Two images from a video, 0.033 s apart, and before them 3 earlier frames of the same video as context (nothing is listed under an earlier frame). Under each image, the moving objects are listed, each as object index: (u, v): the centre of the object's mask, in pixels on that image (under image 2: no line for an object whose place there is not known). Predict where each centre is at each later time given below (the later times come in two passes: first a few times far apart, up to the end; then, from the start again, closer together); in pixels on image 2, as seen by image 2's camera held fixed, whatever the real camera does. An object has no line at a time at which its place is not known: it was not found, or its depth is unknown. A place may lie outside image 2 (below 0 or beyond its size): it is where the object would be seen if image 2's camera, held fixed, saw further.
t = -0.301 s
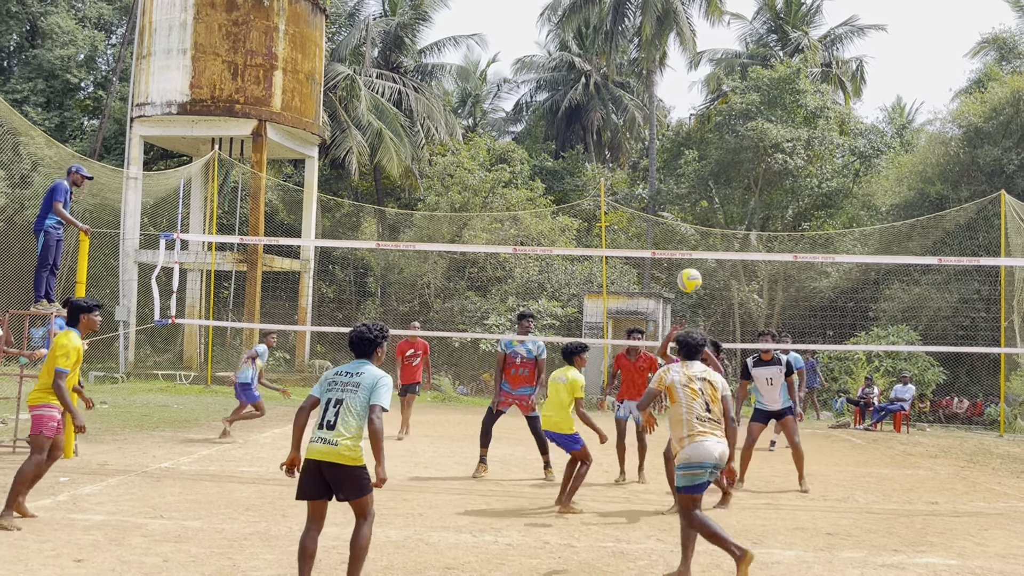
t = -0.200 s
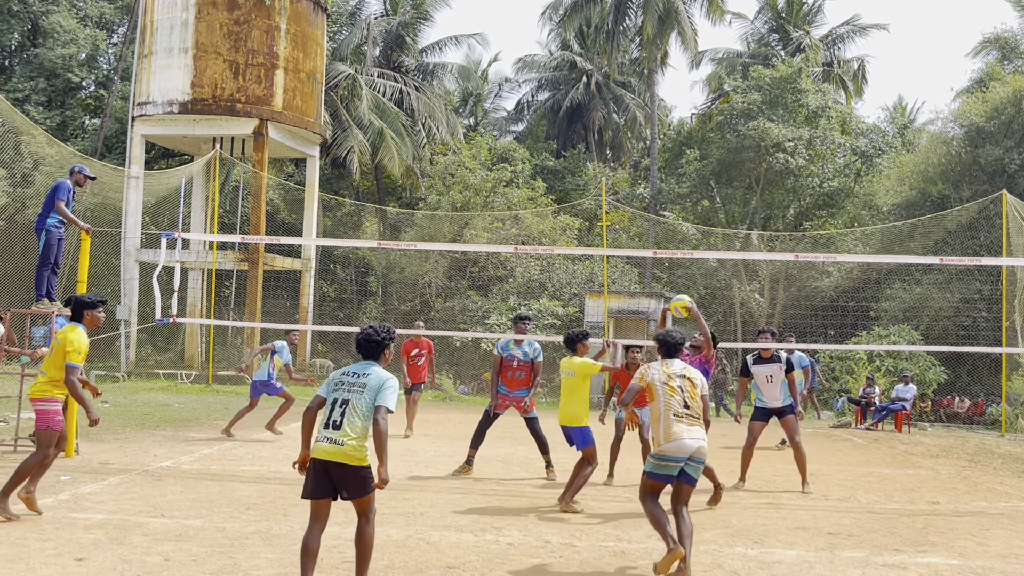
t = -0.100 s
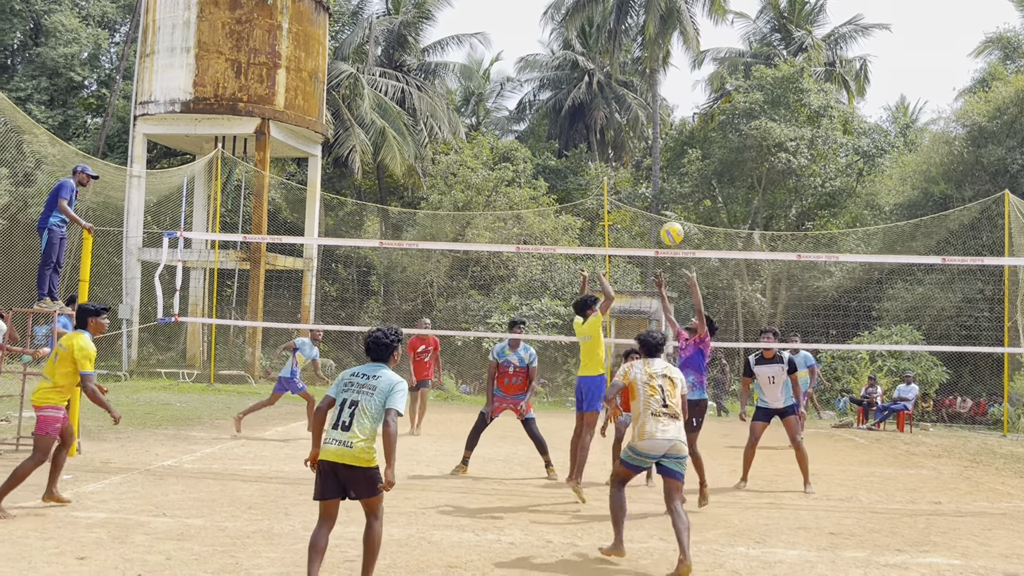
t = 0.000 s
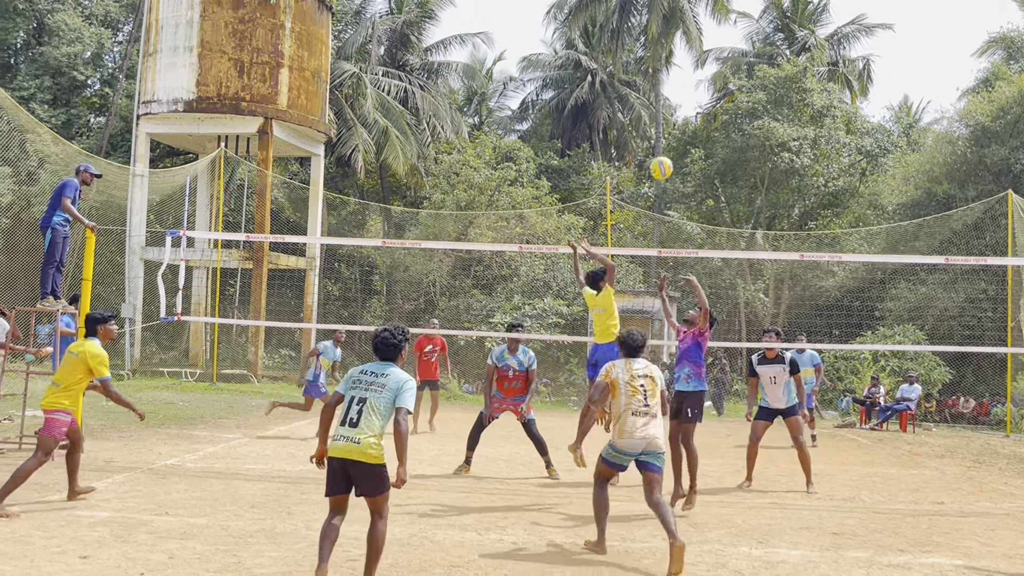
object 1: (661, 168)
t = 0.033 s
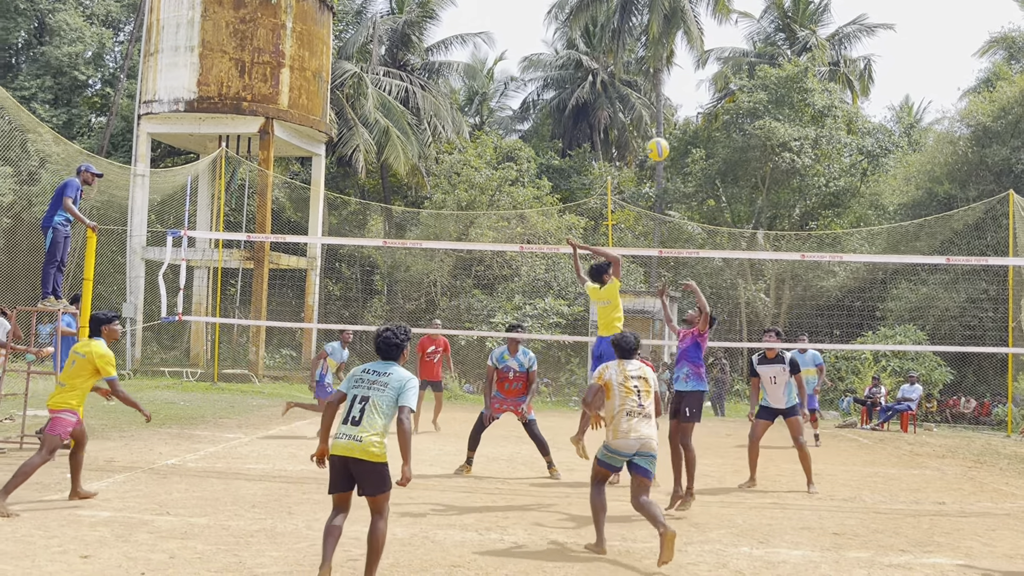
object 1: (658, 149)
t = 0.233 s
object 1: (629, 65)
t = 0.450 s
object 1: (599, 25)
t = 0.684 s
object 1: (567, 36)
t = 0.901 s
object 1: (538, 93)
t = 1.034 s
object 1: (517, 148)
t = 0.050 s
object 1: (655, 140)
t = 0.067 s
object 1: (653, 132)
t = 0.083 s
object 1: (651, 124)
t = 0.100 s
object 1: (648, 116)
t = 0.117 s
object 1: (646, 108)
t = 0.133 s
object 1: (644, 101)
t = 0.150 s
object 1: (641, 94)
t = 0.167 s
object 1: (639, 87)
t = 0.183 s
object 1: (637, 81)
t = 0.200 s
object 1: (634, 76)
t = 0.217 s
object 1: (631, 70)
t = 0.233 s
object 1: (629, 65)
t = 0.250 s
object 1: (627, 60)
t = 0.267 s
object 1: (625, 55)
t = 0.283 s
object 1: (622, 51)
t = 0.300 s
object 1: (620, 47)
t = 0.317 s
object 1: (617, 44)
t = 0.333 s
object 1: (615, 41)
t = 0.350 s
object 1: (613, 37)
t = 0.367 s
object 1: (610, 35)
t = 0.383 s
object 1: (608, 32)
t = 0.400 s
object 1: (606, 30)
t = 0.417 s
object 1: (604, 29)
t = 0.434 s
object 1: (601, 27)
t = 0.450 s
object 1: (599, 25)
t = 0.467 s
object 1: (597, 25)
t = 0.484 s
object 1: (594, 24)
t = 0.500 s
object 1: (592, 23)
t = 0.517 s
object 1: (590, 23)
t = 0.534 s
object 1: (587, 23)
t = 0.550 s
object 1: (585, 24)
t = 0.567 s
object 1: (582, 24)
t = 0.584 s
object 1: (580, 25)
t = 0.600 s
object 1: (578, 26)
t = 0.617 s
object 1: (576, 27)
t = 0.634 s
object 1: (574, 30)
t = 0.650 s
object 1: (571, 31)
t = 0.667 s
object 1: (569, 34)
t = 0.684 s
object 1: (567, 36)
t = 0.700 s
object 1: (564, 38)
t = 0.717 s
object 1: (562, 41)
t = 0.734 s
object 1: (561, 45)
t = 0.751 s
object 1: (559, 48)
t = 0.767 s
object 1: (557, 52)
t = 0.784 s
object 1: (554, 56)
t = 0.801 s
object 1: (552, 61)
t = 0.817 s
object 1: (550, 65)
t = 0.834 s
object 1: (545, 71)
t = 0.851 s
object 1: (545, 76)
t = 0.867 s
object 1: (542, 81)
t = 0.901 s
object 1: (538, 93)
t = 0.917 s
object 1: (535, 100)
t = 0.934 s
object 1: (533, 106)
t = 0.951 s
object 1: (530, 112)
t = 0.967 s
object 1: (526, 119)
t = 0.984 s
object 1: (526, 126)
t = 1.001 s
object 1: (522, 133)
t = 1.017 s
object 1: (520, 141)
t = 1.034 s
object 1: (517, 148)
